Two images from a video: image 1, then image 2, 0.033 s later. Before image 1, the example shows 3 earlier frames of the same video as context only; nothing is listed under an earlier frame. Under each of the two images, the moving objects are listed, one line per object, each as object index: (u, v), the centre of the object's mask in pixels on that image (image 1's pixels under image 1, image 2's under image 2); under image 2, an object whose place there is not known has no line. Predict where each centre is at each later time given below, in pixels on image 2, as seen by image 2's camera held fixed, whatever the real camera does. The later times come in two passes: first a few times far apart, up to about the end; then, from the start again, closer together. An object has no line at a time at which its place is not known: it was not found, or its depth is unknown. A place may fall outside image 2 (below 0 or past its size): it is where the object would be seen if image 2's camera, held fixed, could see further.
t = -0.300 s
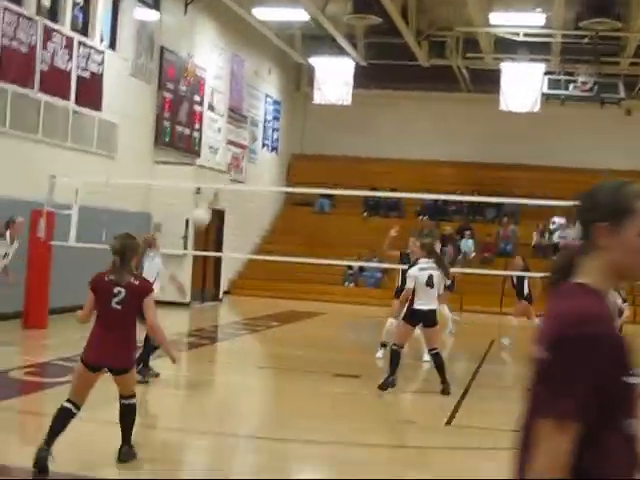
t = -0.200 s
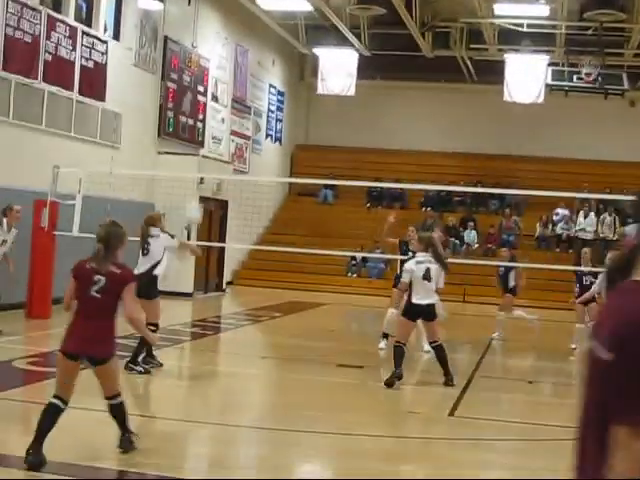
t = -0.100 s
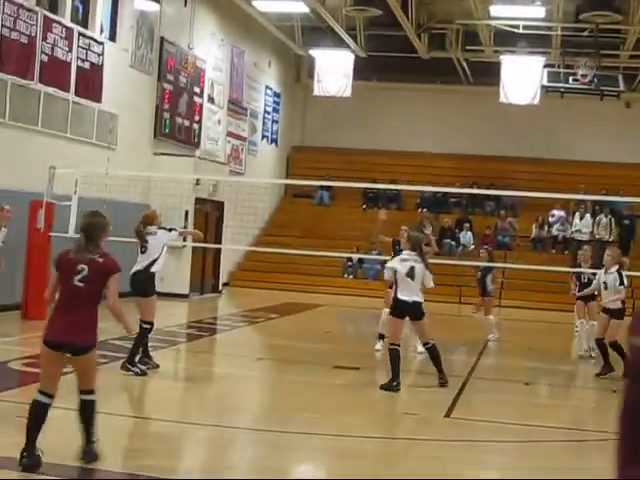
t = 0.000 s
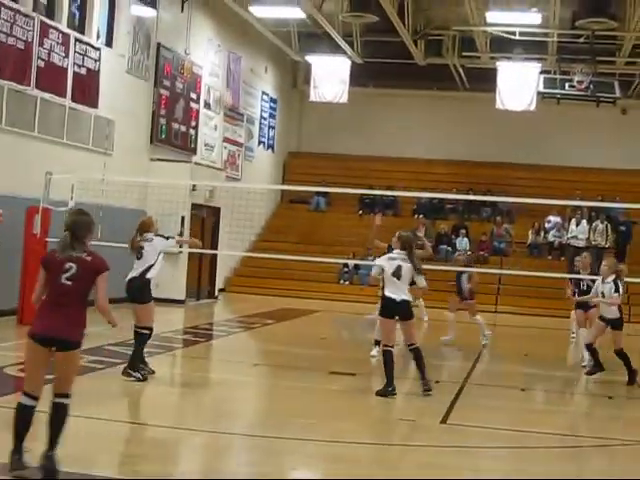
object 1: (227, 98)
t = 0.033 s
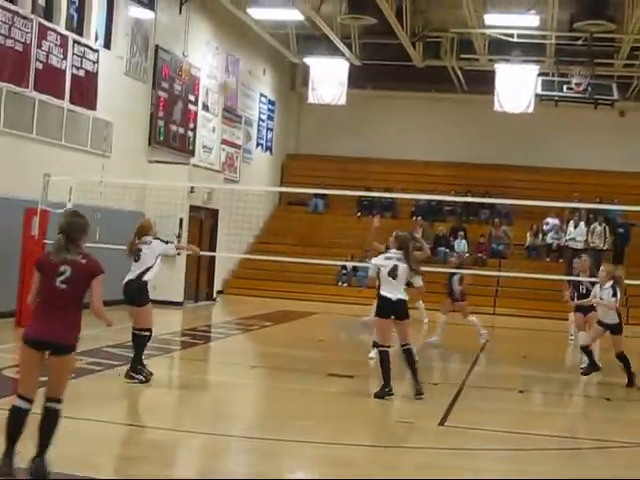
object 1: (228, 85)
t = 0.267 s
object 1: (261, 2)
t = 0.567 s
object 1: (298, -27)
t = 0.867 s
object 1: (329, 17)
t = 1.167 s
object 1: (354, 135)
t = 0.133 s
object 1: (242, 41)
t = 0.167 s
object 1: (247, 31)
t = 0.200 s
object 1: (251, 22)
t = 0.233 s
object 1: (255, 11)
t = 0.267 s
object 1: (261, 2)
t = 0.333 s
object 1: (270, -7)
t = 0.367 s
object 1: (274, -14)
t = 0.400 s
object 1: (278, -19)
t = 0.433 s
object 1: (283, -25)
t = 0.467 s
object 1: (287, -26)
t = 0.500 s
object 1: (291, -28)
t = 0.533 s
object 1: (294, -28)
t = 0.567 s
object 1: (298, -27)
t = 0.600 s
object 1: (302, -26)
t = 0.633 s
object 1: (305, -24)
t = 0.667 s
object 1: (309, -21)
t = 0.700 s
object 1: (312, -17)
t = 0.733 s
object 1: (316, -12)
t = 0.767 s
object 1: (319, -6)
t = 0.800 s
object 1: (322, 1)
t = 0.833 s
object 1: (326, 9)
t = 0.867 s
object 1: (329, 17)
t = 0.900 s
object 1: (333, 27)
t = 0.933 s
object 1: (335, 38)
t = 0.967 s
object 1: (338, 48)
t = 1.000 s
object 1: (341, 62)
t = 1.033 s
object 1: (345, 77)
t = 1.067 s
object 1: (346, 90)
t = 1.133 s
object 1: (351, 119)
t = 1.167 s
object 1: (354, 135)
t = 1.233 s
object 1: (358, 174)
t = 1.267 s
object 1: (360, 193)
